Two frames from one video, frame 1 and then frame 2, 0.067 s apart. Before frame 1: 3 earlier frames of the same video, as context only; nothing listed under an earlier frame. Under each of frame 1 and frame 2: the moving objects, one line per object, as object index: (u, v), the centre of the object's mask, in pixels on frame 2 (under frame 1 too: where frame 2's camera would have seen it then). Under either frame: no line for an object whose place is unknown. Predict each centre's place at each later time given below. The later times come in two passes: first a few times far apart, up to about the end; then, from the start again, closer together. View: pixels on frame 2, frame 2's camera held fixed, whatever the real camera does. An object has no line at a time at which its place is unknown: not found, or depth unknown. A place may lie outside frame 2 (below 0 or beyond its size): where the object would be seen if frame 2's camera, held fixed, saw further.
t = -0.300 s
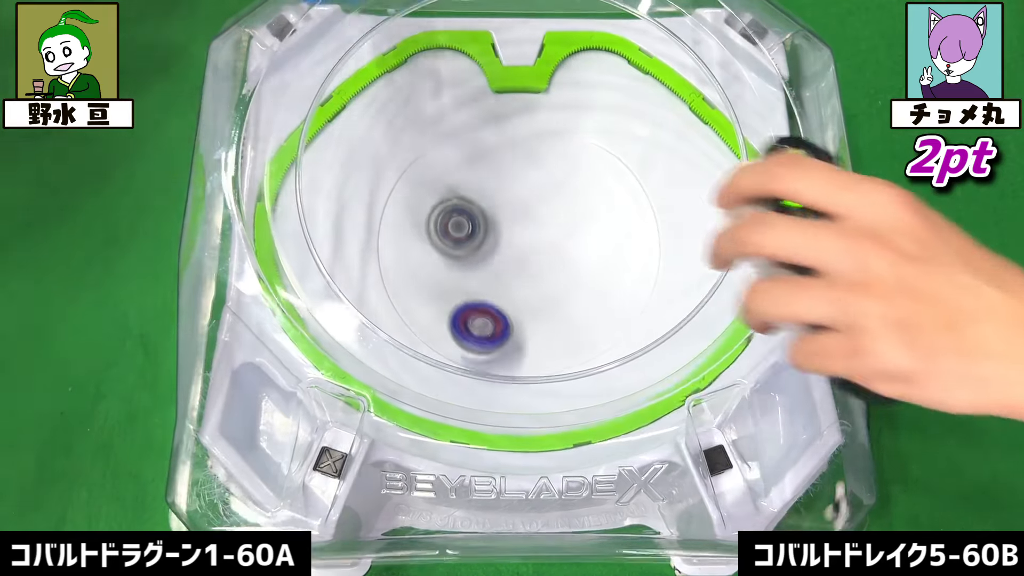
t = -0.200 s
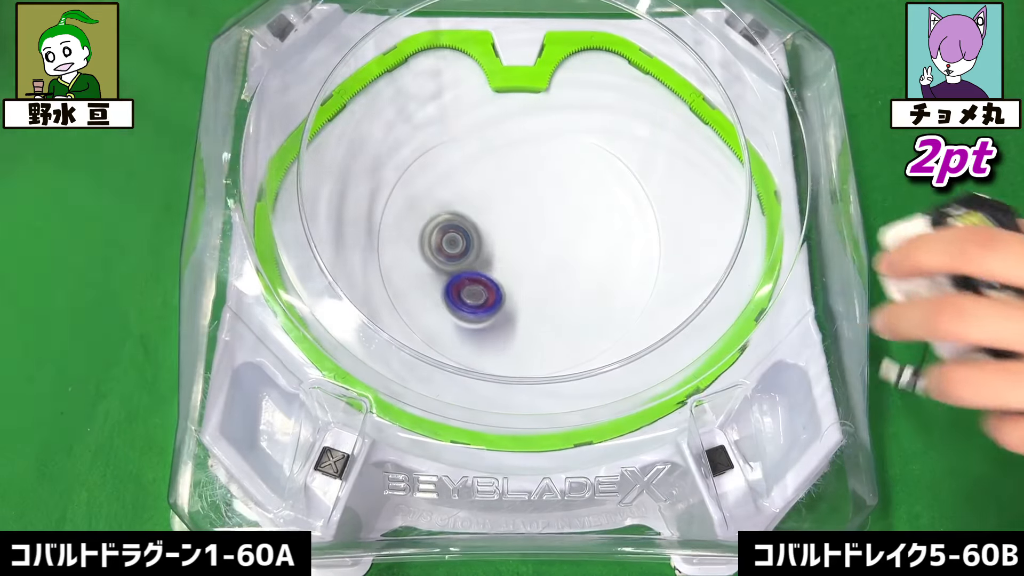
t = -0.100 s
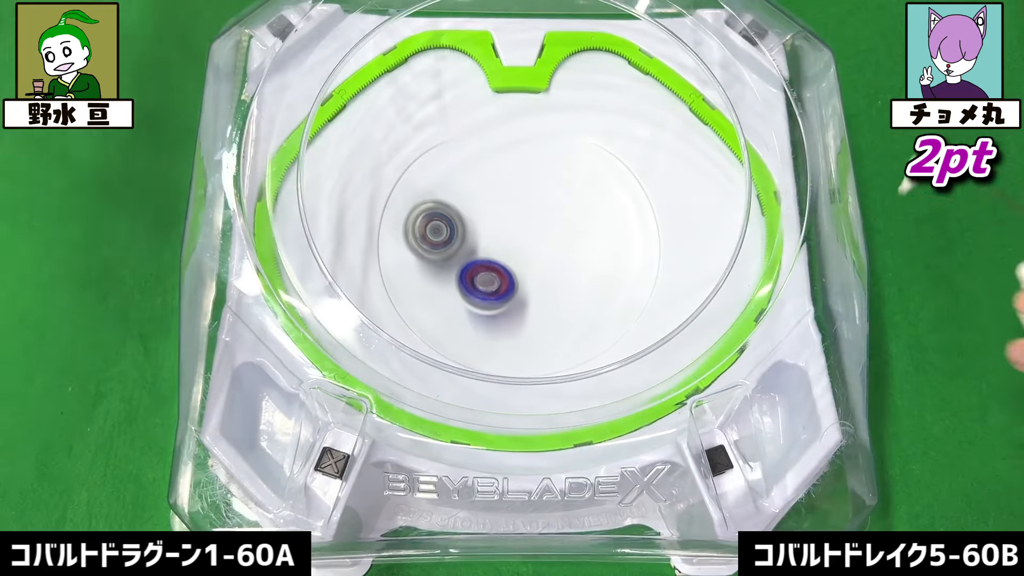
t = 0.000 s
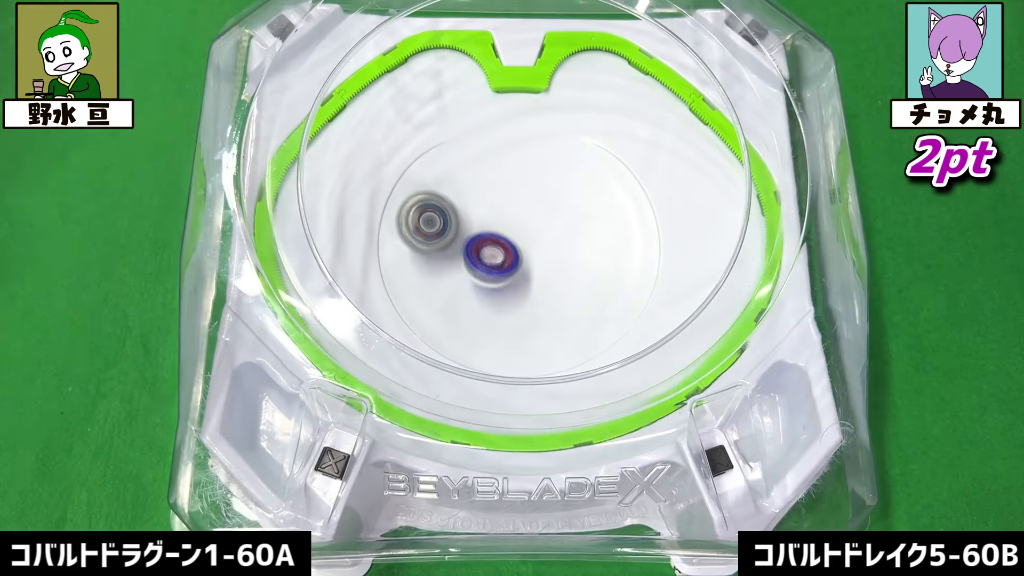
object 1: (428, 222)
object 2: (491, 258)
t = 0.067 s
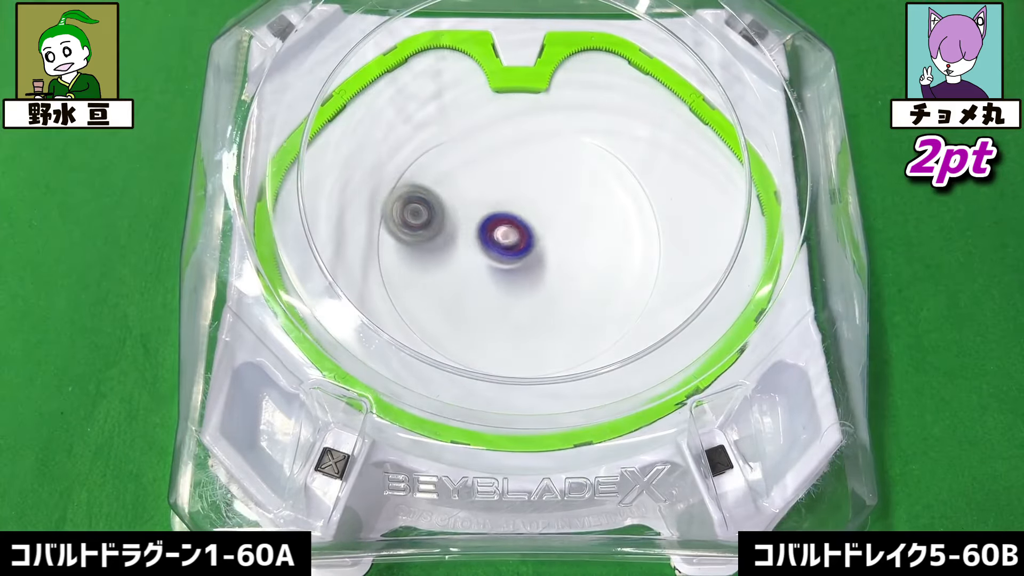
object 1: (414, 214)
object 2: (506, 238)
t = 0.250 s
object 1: (364, 202)
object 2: (610, 205)
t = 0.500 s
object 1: (307, 261)
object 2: (571, 150)
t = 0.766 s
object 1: (371, 285)
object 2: (432, 140)
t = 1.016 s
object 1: (428, 322)
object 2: (443, 232)
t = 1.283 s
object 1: (408, 424)
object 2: (697, 17)
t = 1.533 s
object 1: (558, 328)
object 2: (517, 119)
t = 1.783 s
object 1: (623, 160)
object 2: (464, 269)
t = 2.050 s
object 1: (569, 162)
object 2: (593, 318)
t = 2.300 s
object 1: (516, 304)
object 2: (649, 249)
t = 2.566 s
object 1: (542, 365)
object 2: (562, 210)
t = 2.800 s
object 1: (630, 387)
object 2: (472, 250)
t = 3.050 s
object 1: (668, 326)
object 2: (485, 309)
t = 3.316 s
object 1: (713, 300)
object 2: (535, 286)
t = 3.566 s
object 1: (667, 276)
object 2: (512, 217)
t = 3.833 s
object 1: (733, 252)
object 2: (460, 211)
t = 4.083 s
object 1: (679, 257)
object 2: (470, 238)
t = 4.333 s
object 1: (643, 275)
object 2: (524, 220)
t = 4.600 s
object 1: (437, 250)
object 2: (538, 187)
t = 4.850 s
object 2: (524, 189)
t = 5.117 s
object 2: (534, 227)
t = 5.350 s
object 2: (565, 246)
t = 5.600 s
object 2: (588, 243)
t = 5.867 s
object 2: (760, 433)
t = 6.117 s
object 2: (759, 446)
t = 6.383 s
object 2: (758, 445)
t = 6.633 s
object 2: (759, 444)
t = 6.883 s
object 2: (758, 444)
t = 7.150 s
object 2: (759, 445)
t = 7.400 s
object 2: (759, 444)
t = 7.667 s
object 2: (759, 445)
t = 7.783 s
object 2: (759, 445)
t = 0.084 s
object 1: (401, 210)
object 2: (518, 237)
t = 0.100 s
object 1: (389, 206)
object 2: (531, 236)
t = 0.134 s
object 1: (382, 202)
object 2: (554, 231)
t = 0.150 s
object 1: (380, 201)
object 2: (565, 228)
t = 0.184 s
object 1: (375, 200)
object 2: (584, 220)
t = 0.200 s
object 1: (372, 200)
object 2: (592, 217)
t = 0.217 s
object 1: (370, 200)
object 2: (599, 213)
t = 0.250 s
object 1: (364, 202)
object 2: (610, 205)
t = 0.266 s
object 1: (361, 203)
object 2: (614, 201)
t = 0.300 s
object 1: (356, 206)
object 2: (619, 193)
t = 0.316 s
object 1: (352, 209)
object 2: (620, 189)
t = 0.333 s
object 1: (349, 212)
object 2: (620, 185)
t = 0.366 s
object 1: (342, 218)
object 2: (617, 177)
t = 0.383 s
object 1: (339, 222)
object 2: (614, 173)
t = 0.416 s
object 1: (330, 231)
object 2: (605, 167)
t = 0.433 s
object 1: (325, 235)
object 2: (600, 163)
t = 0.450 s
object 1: (321, 241)
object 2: (594, 160)
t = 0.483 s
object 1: (312, 248)
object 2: (579, 153)
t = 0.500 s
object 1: (307, 261)
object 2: (571, 150)
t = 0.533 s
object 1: (297, 270)
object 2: (554, 144)
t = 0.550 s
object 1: (298, 272)
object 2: (545, 141)
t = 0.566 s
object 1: (302, 272)
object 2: (536, 139)
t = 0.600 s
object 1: (317, 270)
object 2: (517, 134)
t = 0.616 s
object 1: (323, 270)
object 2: (507, 133)
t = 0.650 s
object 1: (333, 273)
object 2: (487, 131)
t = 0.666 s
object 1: (338, 274)
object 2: (478, 131)
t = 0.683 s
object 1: (344, 275)
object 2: (469, 131)
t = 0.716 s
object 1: (359, 278)
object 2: (452, 133)
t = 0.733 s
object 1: (363, 280)
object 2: (445, 135)
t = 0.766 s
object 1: (371, 285)
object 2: (432, 140)
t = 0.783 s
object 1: (375, 288)
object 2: (426, 144)
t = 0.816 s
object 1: (383, 293)
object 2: (419, 154)
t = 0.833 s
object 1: (387, 295)
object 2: (417, 160)
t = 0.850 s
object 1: (391, 299)
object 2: (415, 166)
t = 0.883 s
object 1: (399, 304)
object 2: (414, 178)
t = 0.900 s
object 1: (402, 307)
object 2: (415, 184)
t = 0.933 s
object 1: (410, 312)
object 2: (419, 198)
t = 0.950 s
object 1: (413, 315)
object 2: (422, 205)
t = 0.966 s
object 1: (417, 317)
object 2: (426, 212)
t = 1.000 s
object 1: (424, 321)
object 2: (436, 225)
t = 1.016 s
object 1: (428, 322)
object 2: (443, 232)
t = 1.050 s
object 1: (439, 321)
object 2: (457, 244)
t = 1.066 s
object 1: (445, 320)
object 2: (466, 249)
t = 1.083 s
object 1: (450, 318)
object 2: (474, 254)
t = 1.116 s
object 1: (461, 314)
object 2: (493, 262)
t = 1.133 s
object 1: (454, 336)
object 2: (514, 245)
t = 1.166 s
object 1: (428, 397)
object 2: (567, 182)
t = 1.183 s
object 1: (415, 413)
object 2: (591, 153)
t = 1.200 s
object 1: (412, 415)
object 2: (613, 123)
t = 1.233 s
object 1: (409, 415)
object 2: (656, 67)
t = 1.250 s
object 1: (409, 417)
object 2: (671, 46)
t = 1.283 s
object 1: (408, 424)
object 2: (697, 17)
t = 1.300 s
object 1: (414, 426)
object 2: (688, 17)
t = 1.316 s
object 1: (426, 421)
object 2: (673, 23)
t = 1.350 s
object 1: (447, 410)
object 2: (647, 34)
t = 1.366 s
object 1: (459, 410)
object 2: (633, 41)
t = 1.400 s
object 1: (481, 404)
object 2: (606, 54)
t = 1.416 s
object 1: (488, 386)
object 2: (593, 63)
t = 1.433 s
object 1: (500, 381)
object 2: (582, 68)
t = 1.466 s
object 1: (520, 360)
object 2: (558, 83)
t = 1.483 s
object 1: (530, 357)
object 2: (547, 93)
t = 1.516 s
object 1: (550, 338)
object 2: (527, 110)
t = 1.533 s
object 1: (558, 328)
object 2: (517, 119)
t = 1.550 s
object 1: (566, 317)
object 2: (508, 129)
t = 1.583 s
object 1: (581, 293)
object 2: (491, 148)
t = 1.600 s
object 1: (588, 280)
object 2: (484, 158)
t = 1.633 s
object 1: (599, 255)
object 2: (472, 179)
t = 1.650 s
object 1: (604, 243)
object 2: (467, 189)
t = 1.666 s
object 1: (608, 230)
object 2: (463, 200)
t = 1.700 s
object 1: (614, 206)
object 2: (458, 221)
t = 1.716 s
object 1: (618, 196)
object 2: (457, 231)
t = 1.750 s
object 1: (621, 176)
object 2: (459, 250)
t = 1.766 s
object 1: (623, 167)
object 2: (461, 260)
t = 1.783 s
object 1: (623, 160)
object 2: (464, 269)
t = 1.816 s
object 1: (622, 145)
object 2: (473, 285)
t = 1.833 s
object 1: (621, 140)
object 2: (479, 292)
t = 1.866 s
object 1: (618, 131)
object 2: (494, 305)
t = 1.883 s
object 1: (614, 129)
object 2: (502, 310)
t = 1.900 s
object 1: (611, 129)
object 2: (511, 314)
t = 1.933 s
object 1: (602, 130)
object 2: (529, 321)
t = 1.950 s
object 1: (597, 132)
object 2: (539, 322)
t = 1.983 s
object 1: (588, 139)
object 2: (558, 323)
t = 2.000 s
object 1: (583, 144)
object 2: (567, 323)
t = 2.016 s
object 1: (579, 149)
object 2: (576, 322)
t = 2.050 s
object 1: (569, 162)
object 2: (593, 318)
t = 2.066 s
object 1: (563, 169)
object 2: (600, 314)
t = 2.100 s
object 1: (554, 186)
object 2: (614, 307)
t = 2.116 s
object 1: (549, 195)
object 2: (620, 303)
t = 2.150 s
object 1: (540, 214)
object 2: (631, 294)
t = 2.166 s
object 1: (535, 224)
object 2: (635, 289)
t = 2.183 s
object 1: (532, 234)
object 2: (639, 284)
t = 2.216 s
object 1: (525, 254)
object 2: (645, 274)
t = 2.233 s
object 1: (522, 264)
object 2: (647, 269)
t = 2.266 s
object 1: (518, 284)
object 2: (649, 259)
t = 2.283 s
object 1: (516, 294)
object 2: (650, 254)
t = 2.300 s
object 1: (516, 304)
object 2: (649, 249)
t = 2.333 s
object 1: (515, 323)
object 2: (646, 240)
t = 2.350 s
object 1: (516, 332)
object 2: (643, 235)
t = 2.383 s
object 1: (519, 351)
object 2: (637, 228)
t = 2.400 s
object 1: (520, 354)
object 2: (633, 225)
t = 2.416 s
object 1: (522, 355)
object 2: (628, 221)
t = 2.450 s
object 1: (524, 359)
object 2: (615, 217)
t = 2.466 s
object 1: (526, 360)
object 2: (609, 215)
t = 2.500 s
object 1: (530, 362)
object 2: (594, 212)
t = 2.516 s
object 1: (533, 363)
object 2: (587, 211)
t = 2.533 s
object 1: (535, 364)
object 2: (578, 210)
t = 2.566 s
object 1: (542, 365)
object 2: (562, 210)
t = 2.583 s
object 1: (546, 367)
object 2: (553, 210)
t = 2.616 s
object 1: (555, 369)
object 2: (537, 213)
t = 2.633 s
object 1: (560, 370)
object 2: (529, 215)
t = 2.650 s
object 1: (566, 371)
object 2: (522, 217)
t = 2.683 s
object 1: (579, 374)
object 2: (507, 222)
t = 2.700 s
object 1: (586, 376)
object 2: (501, 225)
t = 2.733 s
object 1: (599, 378)
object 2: (489, 232)
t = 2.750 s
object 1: (605, 379)
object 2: (484, 236)
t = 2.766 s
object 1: (612, 379)
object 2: (480, 240)
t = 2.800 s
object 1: (630, 387)
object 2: (472, 250)
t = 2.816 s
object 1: (631, 379)
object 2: (470, 254)
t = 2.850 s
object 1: (635, 371)
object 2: (466, 264)
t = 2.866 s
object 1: (637, 367)
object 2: (465, 269)
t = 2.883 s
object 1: (640, 363)
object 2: (464, 274)
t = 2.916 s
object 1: (645, 356)
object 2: (465, 283)
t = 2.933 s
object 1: (648, 352)
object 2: (467, 287)
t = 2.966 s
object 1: (652, 344)
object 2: (470, 295)
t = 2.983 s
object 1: (655, 339)
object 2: (473, 299)
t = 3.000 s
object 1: (658, 335)
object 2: (475, 302)
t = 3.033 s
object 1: (664, 329)
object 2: (482, 307)
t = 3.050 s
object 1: (668, 326)
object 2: (485, 309)
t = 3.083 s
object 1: (675, 320)
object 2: (492, 312)
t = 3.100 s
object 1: (679, 318)
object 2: (496, 313)
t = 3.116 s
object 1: (683, 316)
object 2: (500, 314)
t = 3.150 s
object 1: (693, 312)
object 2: (507, 314)
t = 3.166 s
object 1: (698, 310)
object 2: (511, 313)
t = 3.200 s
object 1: (708, 307)
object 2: (518, 309)
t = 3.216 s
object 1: (714, 306)
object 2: (521, 307)
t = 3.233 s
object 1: (720, 305)
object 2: (524, 305)
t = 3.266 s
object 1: (732, 305)
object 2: (529, 298)
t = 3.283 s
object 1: (725, 303)
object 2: (532, 294)
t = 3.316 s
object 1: (713, 300)
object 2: (535, 286)
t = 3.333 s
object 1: (708, 299)
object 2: (536, 281)
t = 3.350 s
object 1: (702, 297)
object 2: (537, 277)
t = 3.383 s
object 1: (692, 293)
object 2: (536, 267)
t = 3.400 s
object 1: (685, 291)
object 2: (536, 262)
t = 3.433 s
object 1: (678, 288)
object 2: (533, 252)
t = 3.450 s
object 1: (676, 287)
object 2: (531, 246)
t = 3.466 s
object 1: (674, 286)
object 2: (529, 242)
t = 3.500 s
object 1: (670, 283)
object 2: (524, 232)
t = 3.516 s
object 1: (669, 281)
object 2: (521, 228)
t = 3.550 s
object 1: (668, 278)
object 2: (515, 220)
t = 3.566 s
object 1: (667, 276)
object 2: (512, 217)
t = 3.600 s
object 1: (669, 273)
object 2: (505, 211)
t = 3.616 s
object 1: (670, 271)
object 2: (501, 209)
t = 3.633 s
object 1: (672, 269)
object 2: (497, 207)
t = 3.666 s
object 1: (677, 266)
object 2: (490, 204)
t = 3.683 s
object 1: (681, 264)
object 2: (486, 204)
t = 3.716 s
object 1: (689, 261)
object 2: (479, 204)
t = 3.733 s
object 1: (694, 259)
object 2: (476, 204)
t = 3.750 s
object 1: (698, 258)
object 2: (473, 205)
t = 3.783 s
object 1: (711, 255)
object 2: (467, 207)
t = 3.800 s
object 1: (718, 254)
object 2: (464, 208)
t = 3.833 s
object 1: (733, 252)
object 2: (460, 211)
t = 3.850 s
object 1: (740, 252)
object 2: (458, 213)
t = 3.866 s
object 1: (749, 252)
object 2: (457, 215)
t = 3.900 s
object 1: (749, 253)
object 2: (454, 219)
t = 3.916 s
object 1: (740, 254)
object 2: (454, 221)
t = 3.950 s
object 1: (725, 255)
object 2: (455, 225)
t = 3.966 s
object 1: (717, 256)
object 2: (455, 227)
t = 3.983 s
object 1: (709, 256)
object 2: (457, 229)
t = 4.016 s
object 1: (697, 257)
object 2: (460, 232)
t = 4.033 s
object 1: (692, 258)
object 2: (462, 234)
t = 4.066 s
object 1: (683, 258)
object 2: (467, 237)
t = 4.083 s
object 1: (679, 257)
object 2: (470, 238)
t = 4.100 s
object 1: (676, 257)
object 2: (473, 238)
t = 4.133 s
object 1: (671, 256)
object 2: (479, 238)
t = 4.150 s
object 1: (670, 255)
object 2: (483, 238)
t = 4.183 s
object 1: (667, 255)
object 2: (491, 237)
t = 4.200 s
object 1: (666, 255)
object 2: (495, 235)
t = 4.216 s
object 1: (665, 256)
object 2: (498, 234)
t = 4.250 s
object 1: (662, 259)
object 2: (506, 231)
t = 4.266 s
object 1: (660, 261)
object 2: (510, 229)
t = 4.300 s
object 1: (654, 267)
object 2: (517, 225)
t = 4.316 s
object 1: (649, 271)
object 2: (520, 222)
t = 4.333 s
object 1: (643, 275)
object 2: (524, 220)
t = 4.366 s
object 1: (628, 284)
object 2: (529, 215)
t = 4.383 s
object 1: (618, 288)
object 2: (531, 212)
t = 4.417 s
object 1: (593, 296)
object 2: (535, 207)
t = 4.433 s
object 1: (580, 298)
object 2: (537, 205)
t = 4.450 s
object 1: (564, 299)
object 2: (538, 202)
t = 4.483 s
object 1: (533, 297)
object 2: (540, 198)
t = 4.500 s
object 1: (518, 294)
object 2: (540, 196)
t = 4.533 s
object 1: (489, 284)
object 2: (540, 192)
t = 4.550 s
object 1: (474, 277)
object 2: (540, 191)
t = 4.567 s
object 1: (461, 269)
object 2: (539, 189)
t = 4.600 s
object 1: (437, 250)
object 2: (538, 187)
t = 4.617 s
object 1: (427, 239)
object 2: (538, 185)
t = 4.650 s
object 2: (536, 183)
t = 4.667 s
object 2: (535, 183)
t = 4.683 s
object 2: (534, 183)
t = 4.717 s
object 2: (532, 182)
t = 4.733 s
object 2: (531, 183)
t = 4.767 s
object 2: (529, 183)
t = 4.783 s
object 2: (528, 184)
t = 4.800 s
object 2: (526, 185)
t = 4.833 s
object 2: (525, 188)
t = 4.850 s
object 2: (524, 189)
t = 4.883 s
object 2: (523, 193)
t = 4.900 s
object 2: (522, 195)
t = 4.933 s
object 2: (522, 199)
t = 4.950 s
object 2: (522, 201)
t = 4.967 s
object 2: (523, 204)
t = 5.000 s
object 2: (524, 209)
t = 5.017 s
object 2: (524, 211)
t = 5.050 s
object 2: (527, 217)
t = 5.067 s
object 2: (528, 219)
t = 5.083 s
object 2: (530, 222)
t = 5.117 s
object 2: (534, 227)
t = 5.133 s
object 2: (536, 229)
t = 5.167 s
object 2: (540, 234)
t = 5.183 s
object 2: (543, 236)
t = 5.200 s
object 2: (545, 238)
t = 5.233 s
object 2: (549, 241)
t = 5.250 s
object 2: (552, 242)
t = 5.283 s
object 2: (556, 245)
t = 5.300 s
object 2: (559, 245)
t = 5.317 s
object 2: (561, 246)
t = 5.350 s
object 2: (565, 246)
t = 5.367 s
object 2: (567, 246)
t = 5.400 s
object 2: (571, 246)
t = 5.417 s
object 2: (573, 246)
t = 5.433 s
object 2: (574, 246)
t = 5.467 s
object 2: (577, 245)
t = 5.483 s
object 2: (577, 244)
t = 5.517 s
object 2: (578, 242)
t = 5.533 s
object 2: (578, 244)
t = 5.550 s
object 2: (577, 243)
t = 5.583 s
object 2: (577, 239)
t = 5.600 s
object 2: (588, 243)
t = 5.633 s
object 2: (668, 279)
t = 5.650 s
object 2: (705, 293)
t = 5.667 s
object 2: (743, 309)
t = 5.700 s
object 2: (814, 340)
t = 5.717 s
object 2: (817, 348)
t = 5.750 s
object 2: (788, 366)
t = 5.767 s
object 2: (772, 377)
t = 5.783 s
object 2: (761, 392)
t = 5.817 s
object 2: (757, 433)
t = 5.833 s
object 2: (763, 443)
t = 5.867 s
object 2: (760, 433)
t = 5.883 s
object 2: (761, 432)
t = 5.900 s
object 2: (766, 435)
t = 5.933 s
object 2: (768, 432)
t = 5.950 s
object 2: (766, 431)
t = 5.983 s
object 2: (766, 431)
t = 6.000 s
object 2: (766, 432)
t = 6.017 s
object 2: (764, 433)
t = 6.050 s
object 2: (762, 438)
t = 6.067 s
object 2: (760, 440)
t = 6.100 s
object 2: (758, 445)
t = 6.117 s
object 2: (759, 446)
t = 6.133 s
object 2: (759, 444)
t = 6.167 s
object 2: (760, 442)
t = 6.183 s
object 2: (759, 442)
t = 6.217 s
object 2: (758, 443)
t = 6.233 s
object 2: (758, 444)
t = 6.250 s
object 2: (757, 445)
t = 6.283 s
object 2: (758, 445)
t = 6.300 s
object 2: (758, 445)
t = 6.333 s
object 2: (759, 444)
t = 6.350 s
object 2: (759, 444)
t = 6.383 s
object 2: (758, 445)
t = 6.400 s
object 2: (758, 445)
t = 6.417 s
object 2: (757, 445)
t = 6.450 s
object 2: (758, 445)
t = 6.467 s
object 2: (757, 444)
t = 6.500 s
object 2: (758, 444)
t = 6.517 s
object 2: (758, 445)
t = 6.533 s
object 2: (757, 444)
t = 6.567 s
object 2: (757, 444)
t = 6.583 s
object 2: (758, 444)
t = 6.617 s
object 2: (758, 444)
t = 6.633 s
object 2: (759, 444)
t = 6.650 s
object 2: (759, 445)
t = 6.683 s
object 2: (757, 445)
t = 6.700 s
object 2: (759, 444)
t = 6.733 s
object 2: (759, 445)
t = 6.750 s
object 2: (758, 444)
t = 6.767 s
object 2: (757, 444)
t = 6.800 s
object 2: (757, 444)
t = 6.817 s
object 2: (758, 445)
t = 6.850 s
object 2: (758, 444)
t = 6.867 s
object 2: (758, 445)
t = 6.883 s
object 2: (758, 444)
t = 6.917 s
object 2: (758, 444)
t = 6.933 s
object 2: (758, 444)
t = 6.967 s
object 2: (759, 444)
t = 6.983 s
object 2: (759, 444)
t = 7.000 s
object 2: (757, 444)
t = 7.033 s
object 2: (759, 444)
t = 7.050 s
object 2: (759, 445)
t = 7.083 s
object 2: (758, 444)
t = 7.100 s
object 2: (758, 444)
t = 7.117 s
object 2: (758, 445)
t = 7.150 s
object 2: (759, 445)
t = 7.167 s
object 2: (758, 444)
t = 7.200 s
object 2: (759, 444)
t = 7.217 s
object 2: (759, 444)
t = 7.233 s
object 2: (759, 444)
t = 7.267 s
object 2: (759, 444)
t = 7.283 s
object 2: (760, 444)
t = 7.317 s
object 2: (760, 444)
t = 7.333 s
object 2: (760, 444)
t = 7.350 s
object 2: (760, 444)
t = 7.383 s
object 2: (760, 445)
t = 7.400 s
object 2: (759, 444)
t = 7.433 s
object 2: (759, 444)
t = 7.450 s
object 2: (760, 444)
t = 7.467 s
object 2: (759, 444)
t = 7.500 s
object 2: (758, 444)
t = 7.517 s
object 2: (758, 444)
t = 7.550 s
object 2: (759, 444)
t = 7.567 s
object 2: (759, 445)
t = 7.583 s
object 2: (759, 445)
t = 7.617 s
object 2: (759, 445)
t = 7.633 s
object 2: (759, 445)
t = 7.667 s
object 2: (759, 445)
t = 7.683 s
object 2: (759, 445)
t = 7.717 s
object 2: (759, 445)
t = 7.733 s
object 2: (759, 445)
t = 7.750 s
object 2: (759, 445)
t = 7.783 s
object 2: (759, 445)
